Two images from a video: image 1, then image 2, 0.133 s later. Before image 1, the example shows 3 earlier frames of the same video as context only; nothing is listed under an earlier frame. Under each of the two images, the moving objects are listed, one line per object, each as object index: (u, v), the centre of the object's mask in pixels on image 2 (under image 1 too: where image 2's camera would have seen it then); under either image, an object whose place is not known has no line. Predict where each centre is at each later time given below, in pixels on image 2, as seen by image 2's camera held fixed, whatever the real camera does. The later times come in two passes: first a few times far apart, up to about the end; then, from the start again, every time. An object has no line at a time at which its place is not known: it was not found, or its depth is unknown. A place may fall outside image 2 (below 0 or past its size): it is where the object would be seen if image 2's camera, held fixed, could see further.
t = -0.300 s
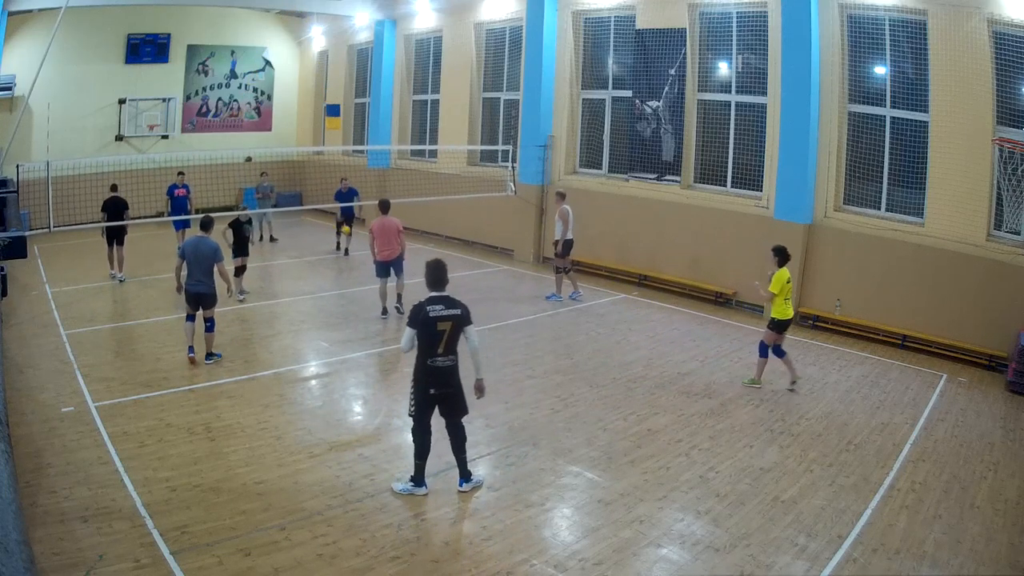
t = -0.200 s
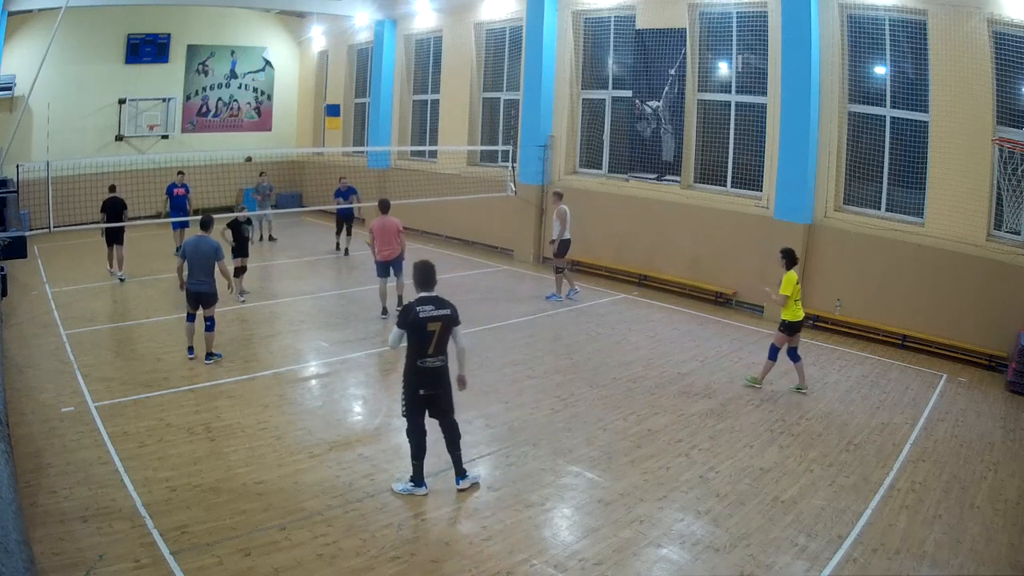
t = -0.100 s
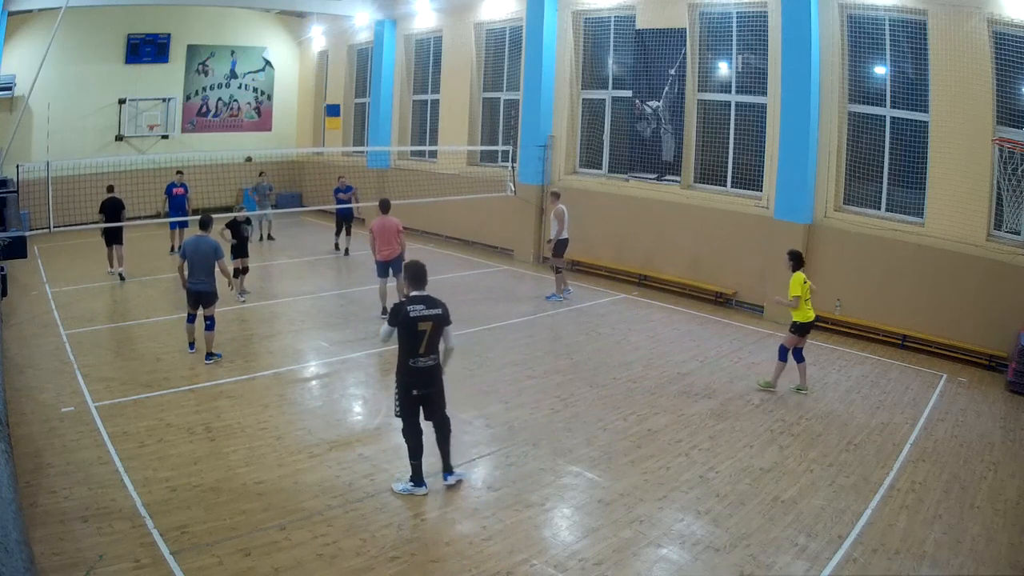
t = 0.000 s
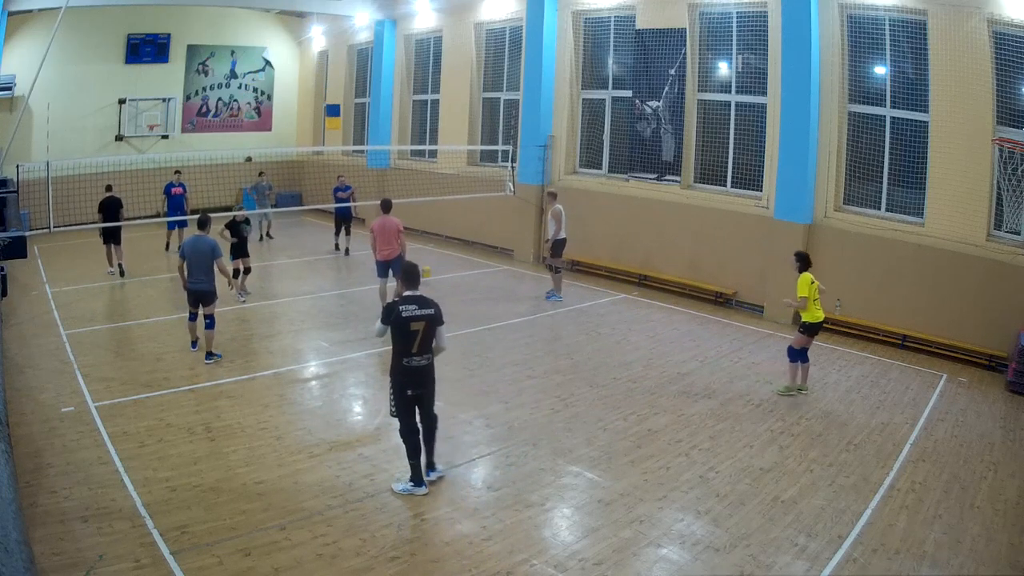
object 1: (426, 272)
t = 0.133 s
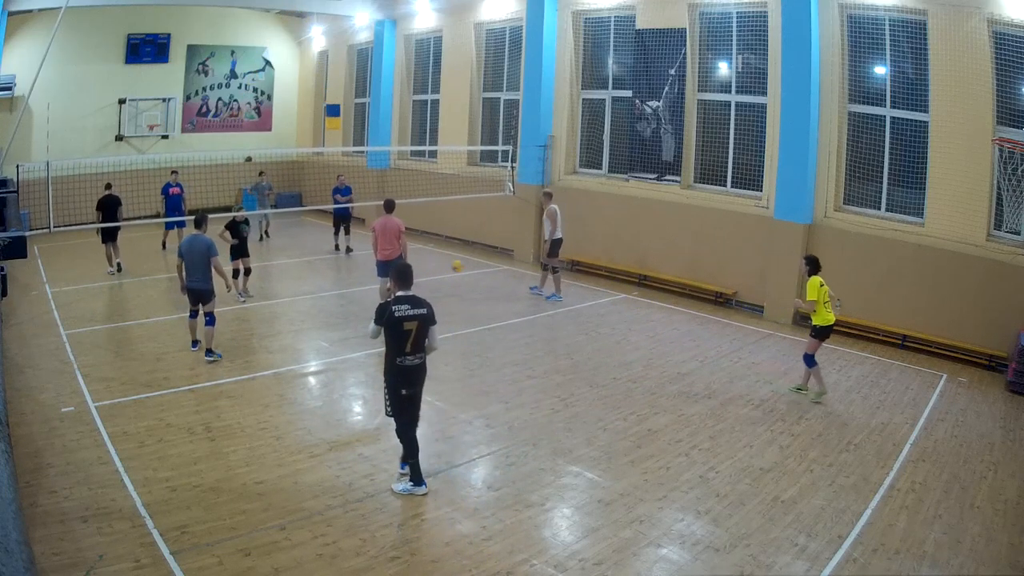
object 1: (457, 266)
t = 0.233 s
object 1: (482, 269)
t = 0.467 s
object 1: (546, 301)
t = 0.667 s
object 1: (609, 311)
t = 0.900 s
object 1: (690, 341)
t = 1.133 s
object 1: (775, 358)
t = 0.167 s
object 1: (465, 266)
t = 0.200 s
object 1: (474, 267)
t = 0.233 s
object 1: (482, 269)
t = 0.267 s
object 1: (491, 272)
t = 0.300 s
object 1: (500, 274)
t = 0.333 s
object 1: (509, 278)
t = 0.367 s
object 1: (518, 283)
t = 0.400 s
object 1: (528, 288)
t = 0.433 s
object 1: (538, 295)
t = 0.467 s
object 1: (546, 301)
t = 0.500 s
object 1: (557, 311)
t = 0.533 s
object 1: (567, 314)
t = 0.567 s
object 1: (577, 312)
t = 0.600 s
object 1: (588, 312)
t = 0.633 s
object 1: (599, 311)
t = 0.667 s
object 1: (609, 311)
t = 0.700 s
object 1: (621, 314)
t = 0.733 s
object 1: (632, 315)
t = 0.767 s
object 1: (642, 318)
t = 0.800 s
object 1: (655, 323)
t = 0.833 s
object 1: (666, 328)
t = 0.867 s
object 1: (677, 333)
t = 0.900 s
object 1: (690, 341)
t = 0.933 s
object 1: (701, 349)
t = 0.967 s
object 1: (712, 357)
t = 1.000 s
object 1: (725, 355)
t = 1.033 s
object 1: (737, 355)
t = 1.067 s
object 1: (750, 354)
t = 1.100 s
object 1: (762, 356)
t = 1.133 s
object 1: (775, 358)
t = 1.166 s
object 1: (787, 362)
